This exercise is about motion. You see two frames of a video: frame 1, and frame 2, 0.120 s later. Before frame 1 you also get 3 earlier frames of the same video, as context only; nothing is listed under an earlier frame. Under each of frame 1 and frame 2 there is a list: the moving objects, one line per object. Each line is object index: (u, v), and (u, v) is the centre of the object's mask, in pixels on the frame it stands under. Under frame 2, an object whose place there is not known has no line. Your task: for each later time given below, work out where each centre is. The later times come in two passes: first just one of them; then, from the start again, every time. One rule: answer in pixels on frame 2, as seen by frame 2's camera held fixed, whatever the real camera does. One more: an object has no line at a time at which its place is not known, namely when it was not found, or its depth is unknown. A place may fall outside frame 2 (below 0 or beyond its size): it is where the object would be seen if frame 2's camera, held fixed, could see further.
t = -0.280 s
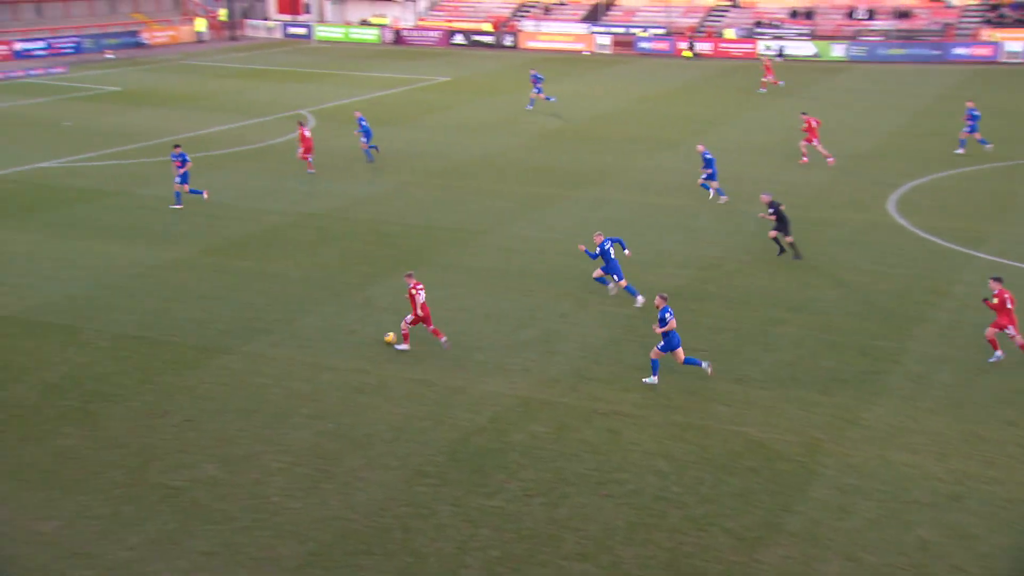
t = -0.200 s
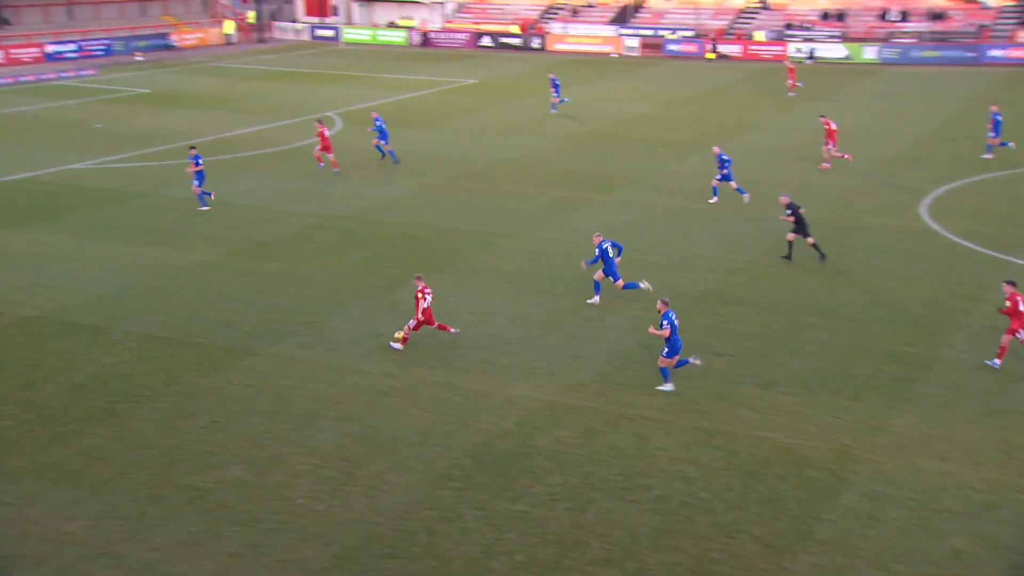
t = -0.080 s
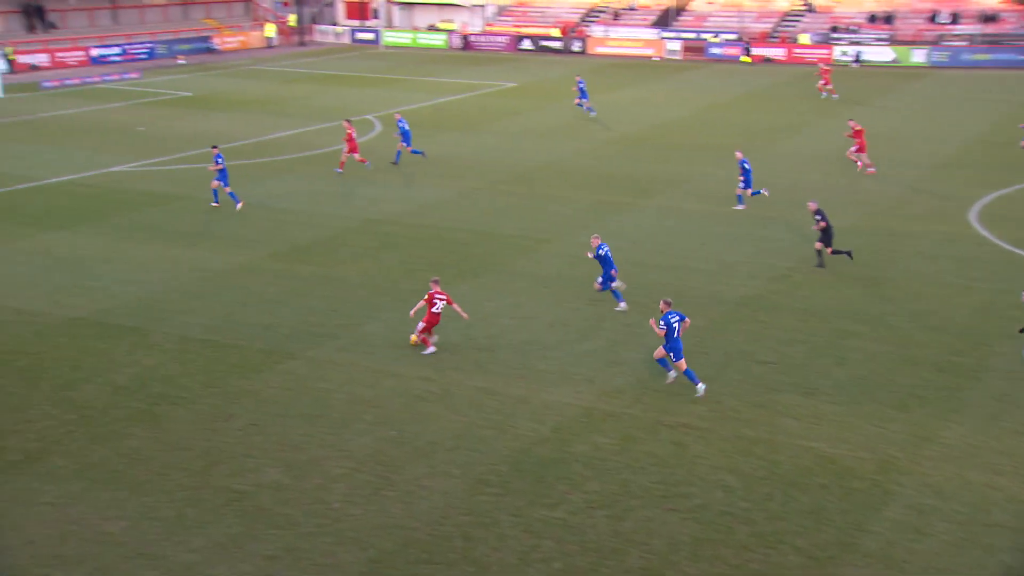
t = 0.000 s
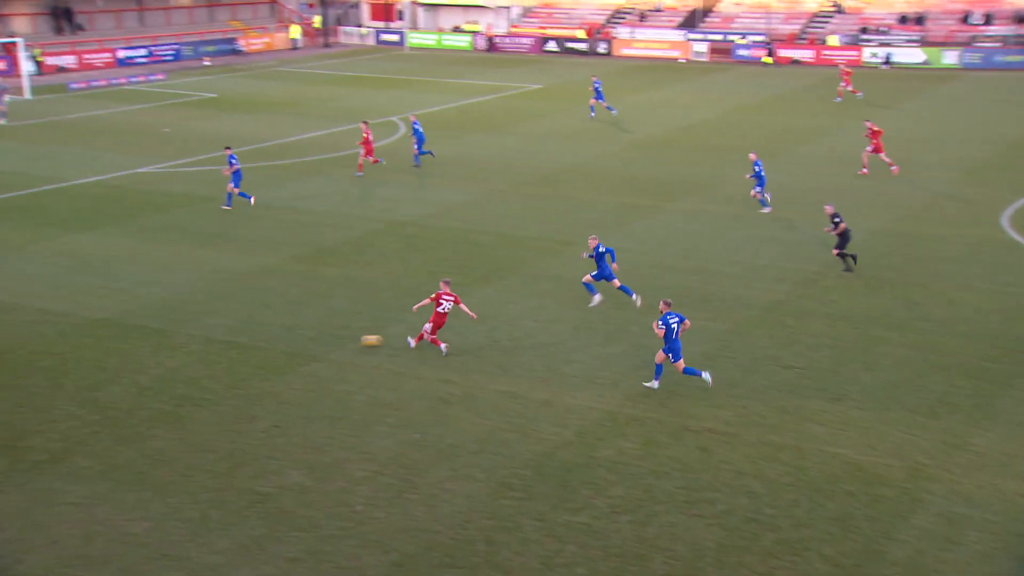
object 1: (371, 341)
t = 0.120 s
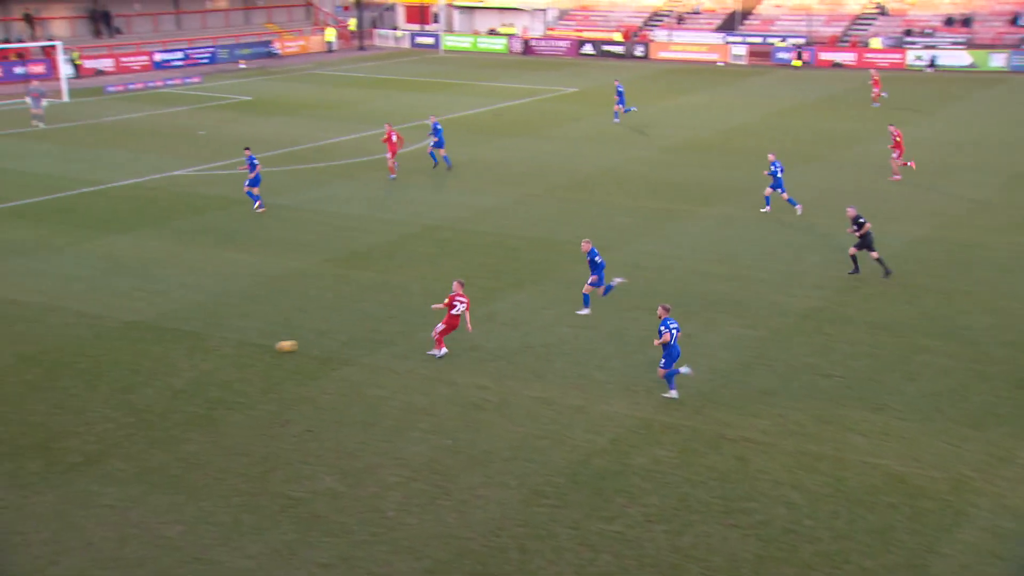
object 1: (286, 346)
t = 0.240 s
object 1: (172, 346)
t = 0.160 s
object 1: (247, 347)
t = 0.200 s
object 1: (210, 346)
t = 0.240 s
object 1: (172, 346)
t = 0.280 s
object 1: (134, 347)
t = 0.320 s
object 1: (95, 350)
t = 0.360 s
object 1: (58, 350)
